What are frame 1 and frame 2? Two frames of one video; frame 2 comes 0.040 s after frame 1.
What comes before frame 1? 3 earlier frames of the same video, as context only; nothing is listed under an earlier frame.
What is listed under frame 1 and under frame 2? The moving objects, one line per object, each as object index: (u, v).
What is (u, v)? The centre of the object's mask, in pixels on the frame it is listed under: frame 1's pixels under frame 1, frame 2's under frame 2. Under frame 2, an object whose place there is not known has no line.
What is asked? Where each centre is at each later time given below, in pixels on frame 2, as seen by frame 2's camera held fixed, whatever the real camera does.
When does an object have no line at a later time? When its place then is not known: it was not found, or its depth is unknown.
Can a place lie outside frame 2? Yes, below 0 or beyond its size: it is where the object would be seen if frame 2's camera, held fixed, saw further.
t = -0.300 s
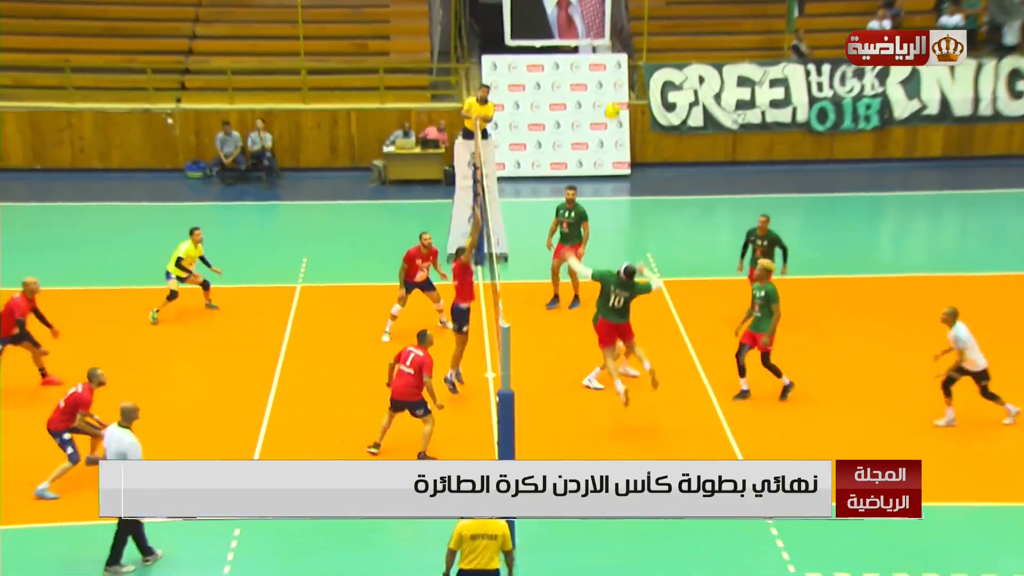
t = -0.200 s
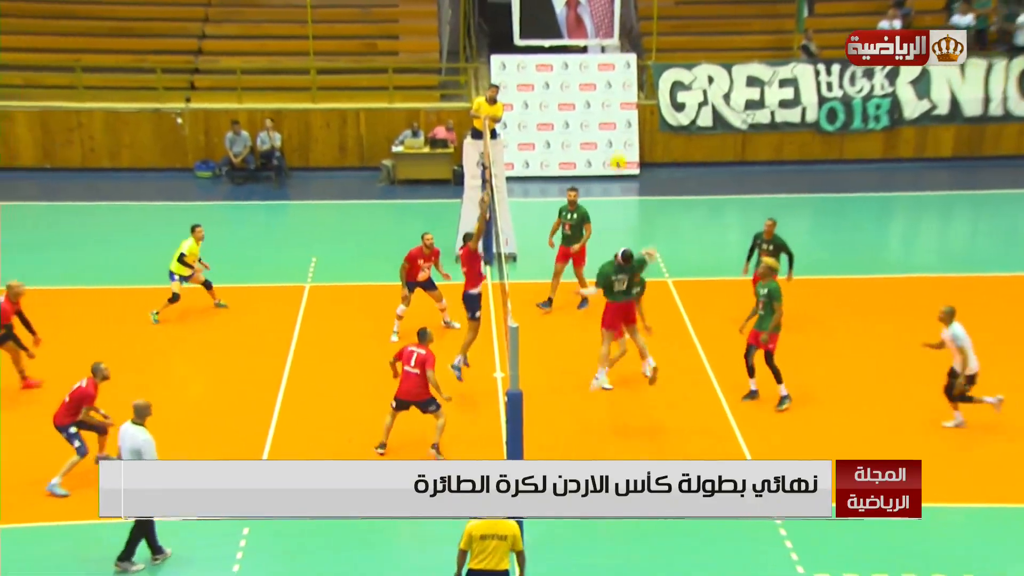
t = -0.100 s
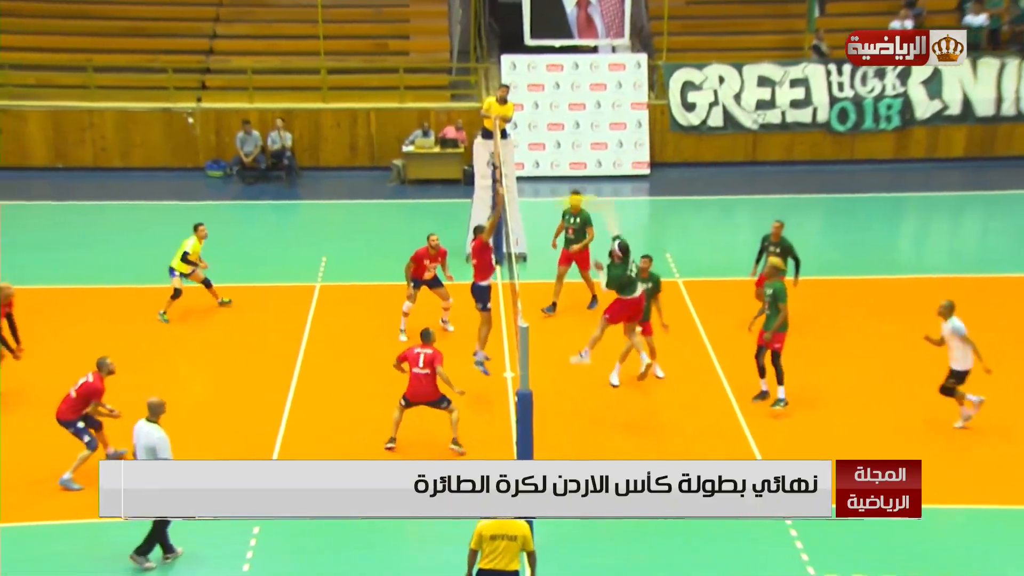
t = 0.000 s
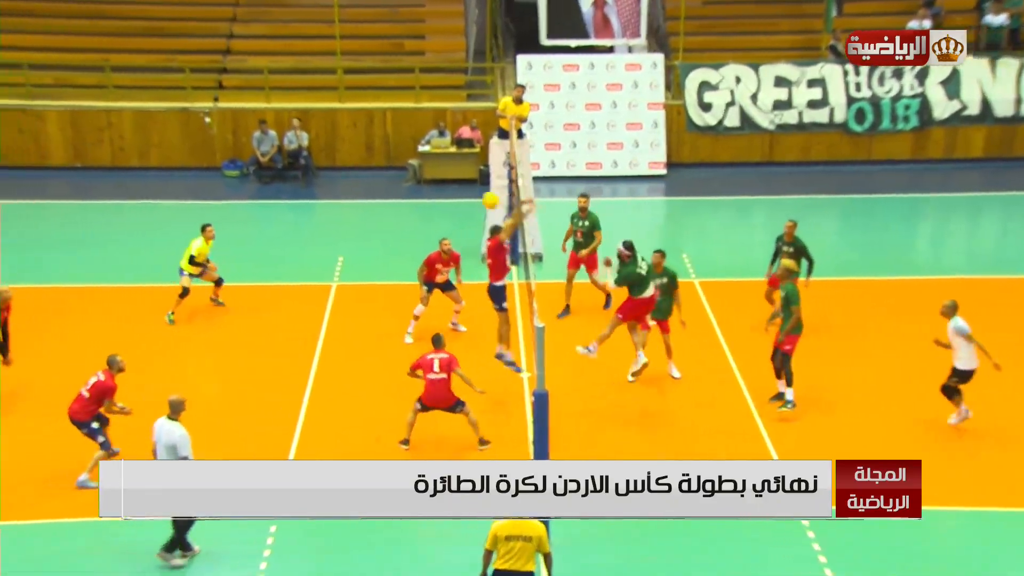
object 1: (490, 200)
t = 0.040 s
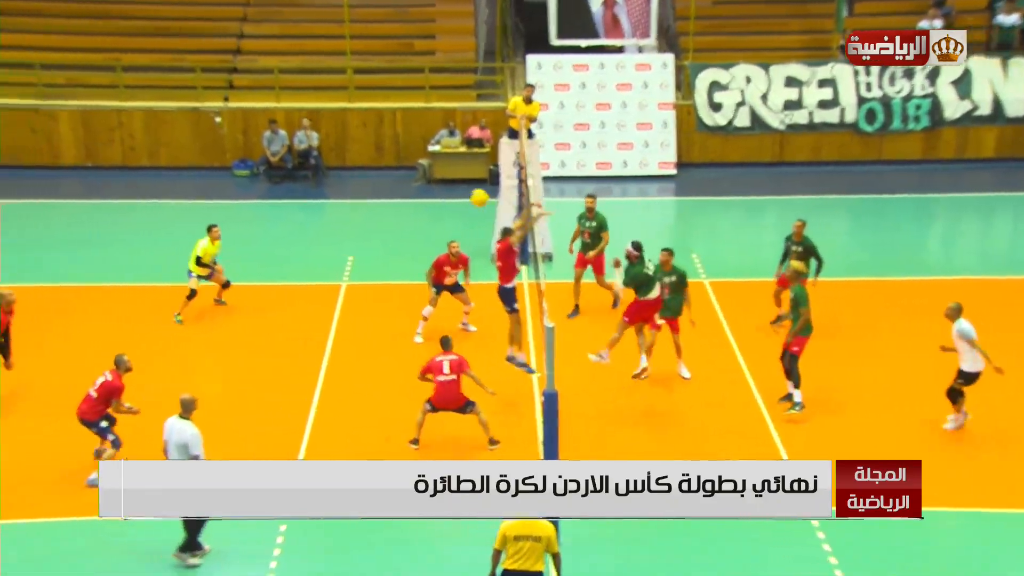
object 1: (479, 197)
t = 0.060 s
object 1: (469, 196)
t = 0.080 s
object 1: (457, 196)
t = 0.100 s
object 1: (446, 195)
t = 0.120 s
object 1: (435, 194)
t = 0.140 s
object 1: (423, 195)
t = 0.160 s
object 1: (412, 195)
